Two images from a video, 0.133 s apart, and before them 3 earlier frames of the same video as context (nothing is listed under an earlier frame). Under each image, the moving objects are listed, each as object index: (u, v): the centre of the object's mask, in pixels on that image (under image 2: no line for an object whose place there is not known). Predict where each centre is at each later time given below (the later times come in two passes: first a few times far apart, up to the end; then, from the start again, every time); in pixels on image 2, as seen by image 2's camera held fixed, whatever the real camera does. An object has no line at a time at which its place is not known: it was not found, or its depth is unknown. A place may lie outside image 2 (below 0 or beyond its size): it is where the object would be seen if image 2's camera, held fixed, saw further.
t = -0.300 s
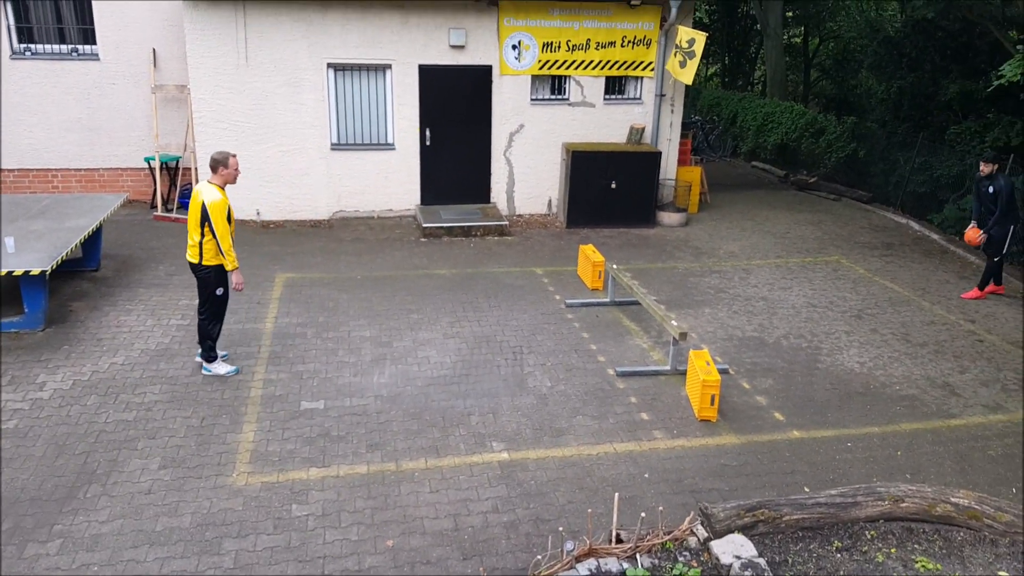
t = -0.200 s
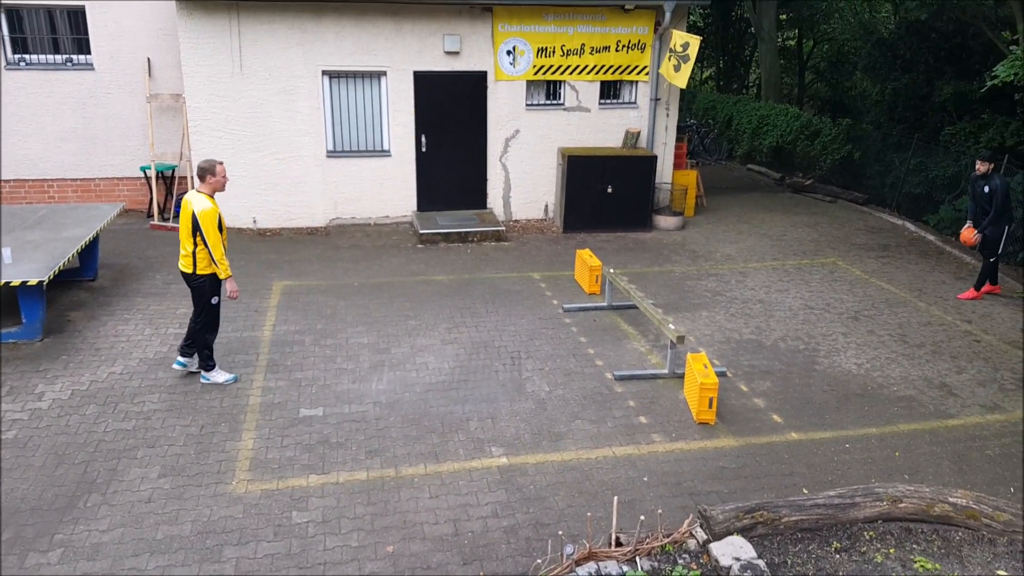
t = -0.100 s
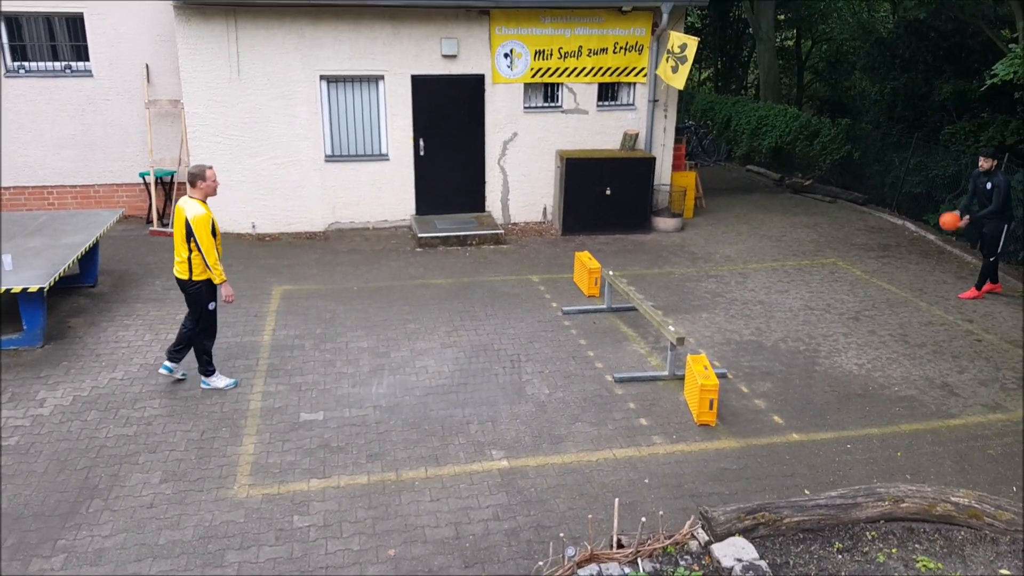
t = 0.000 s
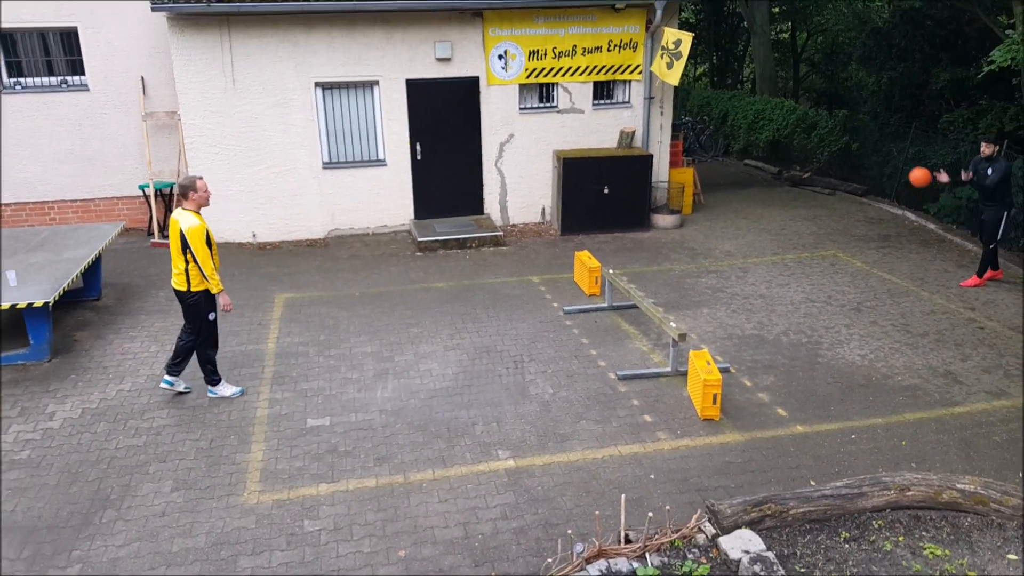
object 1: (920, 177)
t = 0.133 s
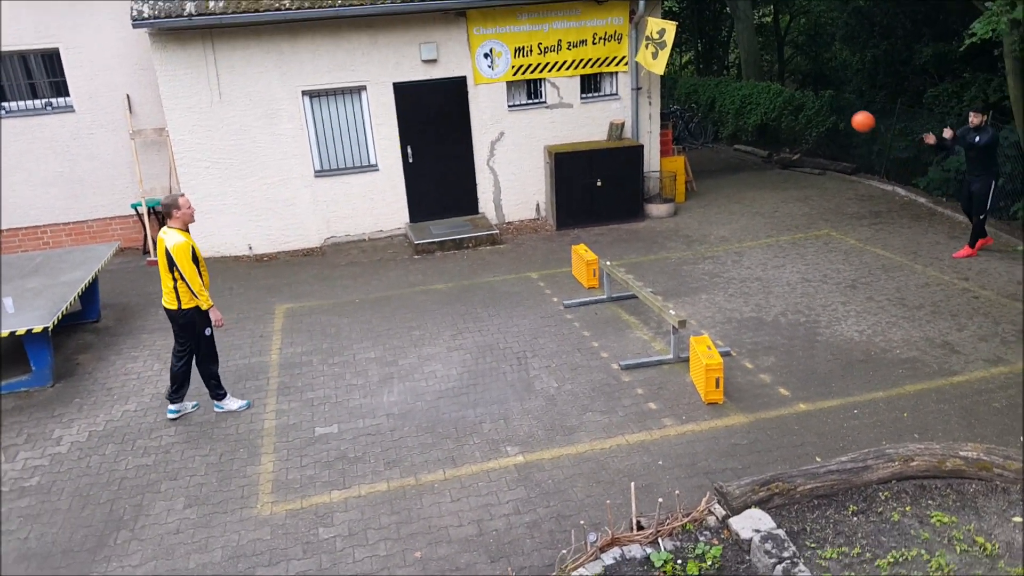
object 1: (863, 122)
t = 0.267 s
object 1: (811, 102)
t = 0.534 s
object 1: (696, 120)
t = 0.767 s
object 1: (595, 195)
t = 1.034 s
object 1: (483, 347)
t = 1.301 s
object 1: (404, 278)
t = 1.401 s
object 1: (375, 267)
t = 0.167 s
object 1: (851, 115)
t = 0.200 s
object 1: (839, 109)
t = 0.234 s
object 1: (825, 105)
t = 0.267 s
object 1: (811, 102)
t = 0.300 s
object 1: (798, 101)
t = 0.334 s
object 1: (784, 101)
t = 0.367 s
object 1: (770, 102)
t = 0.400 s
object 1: (756, 103)
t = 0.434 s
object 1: (741, 105)
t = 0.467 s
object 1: (726, 109)
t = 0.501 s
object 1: (711, 114)
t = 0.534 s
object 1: (696, 120)
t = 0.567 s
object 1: (682, 127)
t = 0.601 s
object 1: (668, 135)
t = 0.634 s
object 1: (654, 144)
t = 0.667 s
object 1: (639, 156)
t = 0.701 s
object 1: (625, 168)
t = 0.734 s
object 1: (611, 181)
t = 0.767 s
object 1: (595, 195)
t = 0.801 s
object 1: (581, 210)
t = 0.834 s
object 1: (567, 226)
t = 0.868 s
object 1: (553, 244)
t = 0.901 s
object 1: (539, 262)
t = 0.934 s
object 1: (532, 272)
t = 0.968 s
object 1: (511, 302)
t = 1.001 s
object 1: (497, 324)
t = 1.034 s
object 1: (483, 347)
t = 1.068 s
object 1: (473, 340)
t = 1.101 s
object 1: (464, 328)
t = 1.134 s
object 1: (454, 317)
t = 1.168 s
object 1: (444, 307)
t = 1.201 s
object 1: (434, 298)
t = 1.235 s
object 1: (424, 291)
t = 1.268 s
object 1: (414, 284)
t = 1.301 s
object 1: (404, 278)
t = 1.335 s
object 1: (394, 274)
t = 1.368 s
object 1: (389, 271)
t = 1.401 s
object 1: (375, 267)
